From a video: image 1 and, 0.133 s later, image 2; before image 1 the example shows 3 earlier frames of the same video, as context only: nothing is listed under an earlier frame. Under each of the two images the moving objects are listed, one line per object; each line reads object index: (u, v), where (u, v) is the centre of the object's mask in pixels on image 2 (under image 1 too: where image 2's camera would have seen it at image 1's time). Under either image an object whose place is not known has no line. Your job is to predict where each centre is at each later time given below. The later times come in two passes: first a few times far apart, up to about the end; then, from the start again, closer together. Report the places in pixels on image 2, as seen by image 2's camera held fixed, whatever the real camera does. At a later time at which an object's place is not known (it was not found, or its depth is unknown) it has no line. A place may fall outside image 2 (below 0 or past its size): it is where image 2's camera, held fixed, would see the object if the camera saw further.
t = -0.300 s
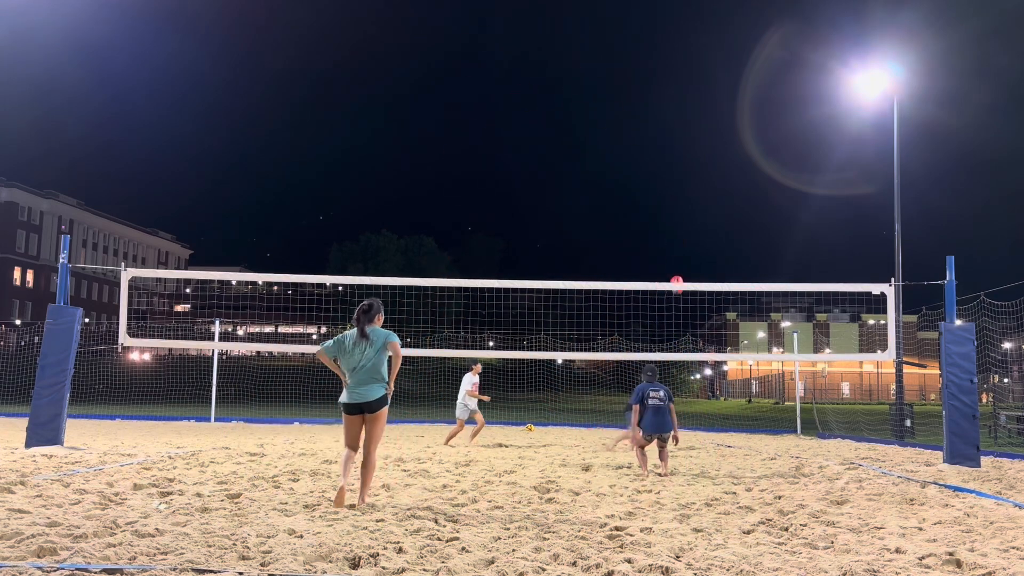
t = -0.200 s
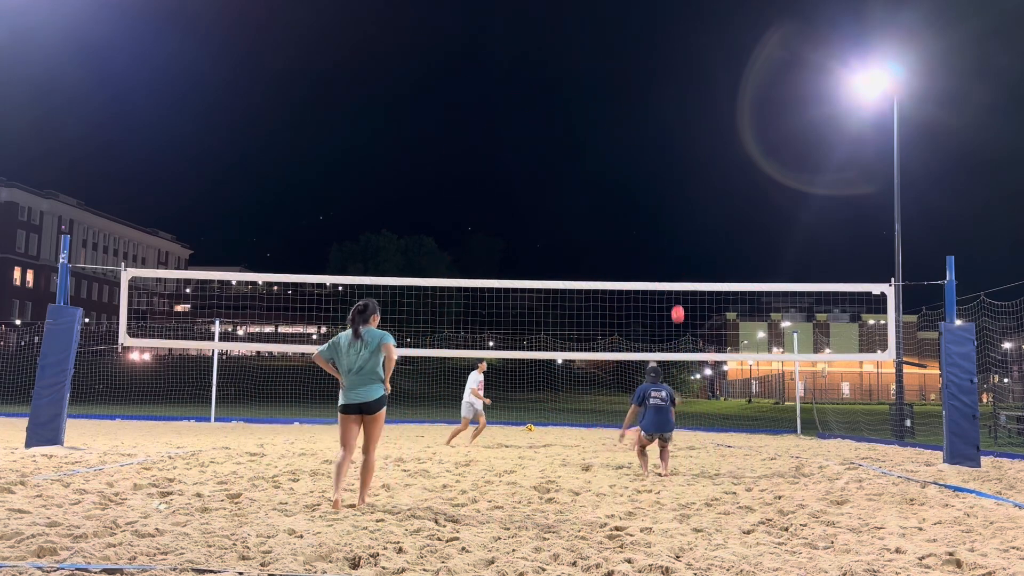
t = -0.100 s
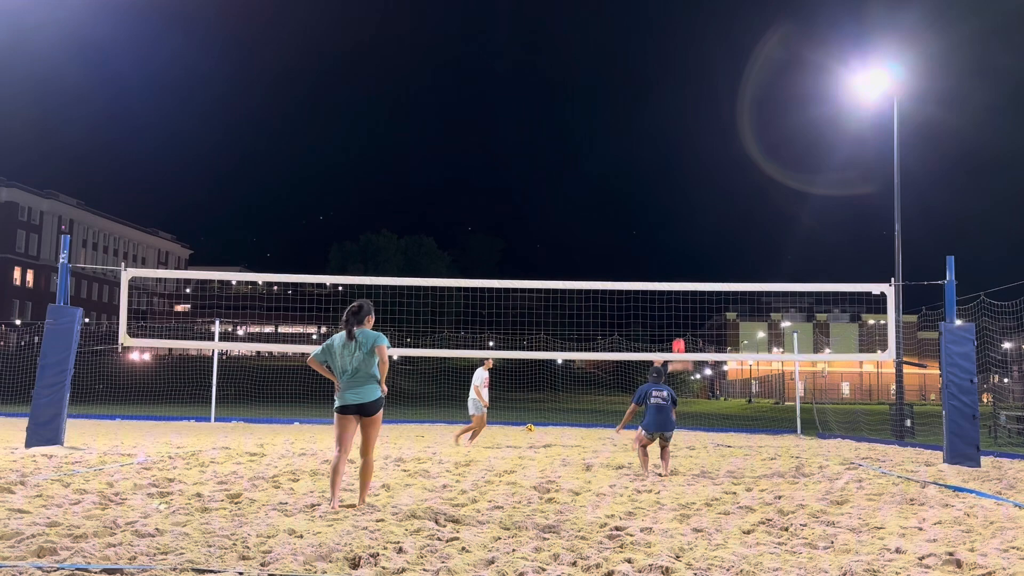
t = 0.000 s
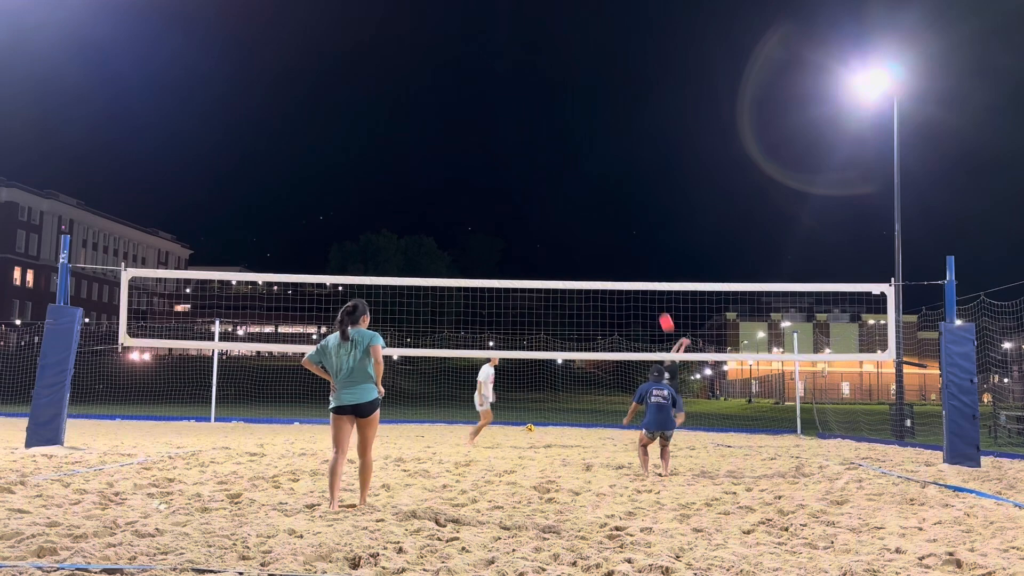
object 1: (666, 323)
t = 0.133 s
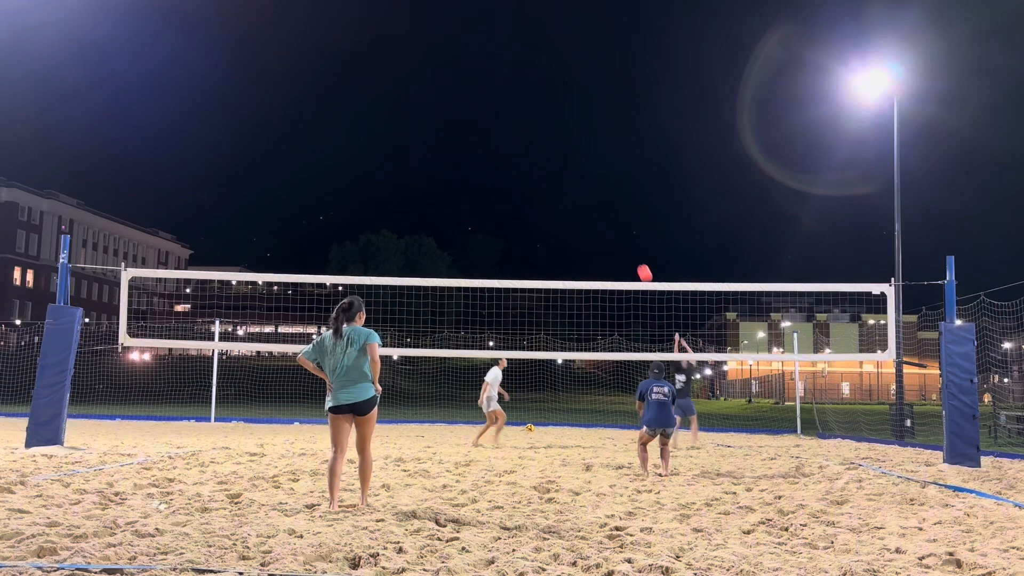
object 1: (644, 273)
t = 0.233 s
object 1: (628, 243)
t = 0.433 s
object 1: (595, 198)
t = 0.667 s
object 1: (556, 173)
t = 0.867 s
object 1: (522, 174)
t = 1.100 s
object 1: (482, 202)
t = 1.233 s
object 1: (459, 230)
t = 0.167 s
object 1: (639, 263)
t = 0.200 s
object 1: (633, 253)
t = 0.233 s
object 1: (628, 243)
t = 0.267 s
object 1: (623, 234)
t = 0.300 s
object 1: (617, 226)
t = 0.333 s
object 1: (611, 218)
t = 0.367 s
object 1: (606, 211)
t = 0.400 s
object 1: (601, 204)
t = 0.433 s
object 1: (595, 198)
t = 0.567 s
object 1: (573, 180)
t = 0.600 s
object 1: (567, 177)
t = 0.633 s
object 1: (562, 175)
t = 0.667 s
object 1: (556, 173)
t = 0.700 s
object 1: (550, 172)
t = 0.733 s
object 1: (545, 171)
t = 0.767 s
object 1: (539, 171)
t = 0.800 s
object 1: (534, 172)
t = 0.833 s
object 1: (528, 173)
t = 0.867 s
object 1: (522, 174)
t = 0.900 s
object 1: (516, 176)
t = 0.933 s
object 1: (511, 179)
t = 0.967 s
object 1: (505, 183)
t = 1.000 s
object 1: (499, 187)
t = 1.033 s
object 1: (493, 191)
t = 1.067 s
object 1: (488, 196)
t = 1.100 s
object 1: (482, 202)
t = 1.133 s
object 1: (476, 208)
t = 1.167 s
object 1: (470, 215)
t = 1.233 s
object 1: (459, 230)
